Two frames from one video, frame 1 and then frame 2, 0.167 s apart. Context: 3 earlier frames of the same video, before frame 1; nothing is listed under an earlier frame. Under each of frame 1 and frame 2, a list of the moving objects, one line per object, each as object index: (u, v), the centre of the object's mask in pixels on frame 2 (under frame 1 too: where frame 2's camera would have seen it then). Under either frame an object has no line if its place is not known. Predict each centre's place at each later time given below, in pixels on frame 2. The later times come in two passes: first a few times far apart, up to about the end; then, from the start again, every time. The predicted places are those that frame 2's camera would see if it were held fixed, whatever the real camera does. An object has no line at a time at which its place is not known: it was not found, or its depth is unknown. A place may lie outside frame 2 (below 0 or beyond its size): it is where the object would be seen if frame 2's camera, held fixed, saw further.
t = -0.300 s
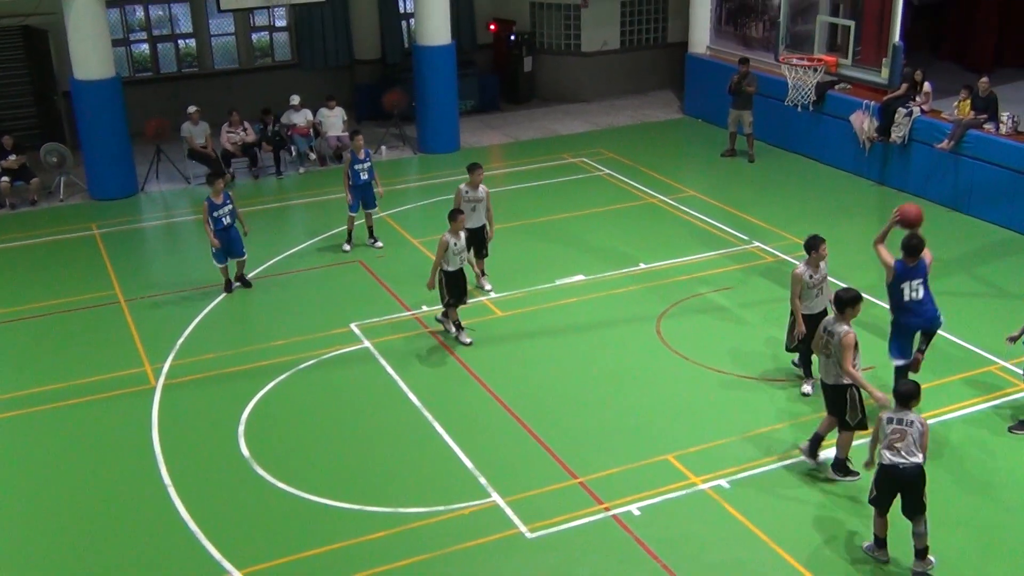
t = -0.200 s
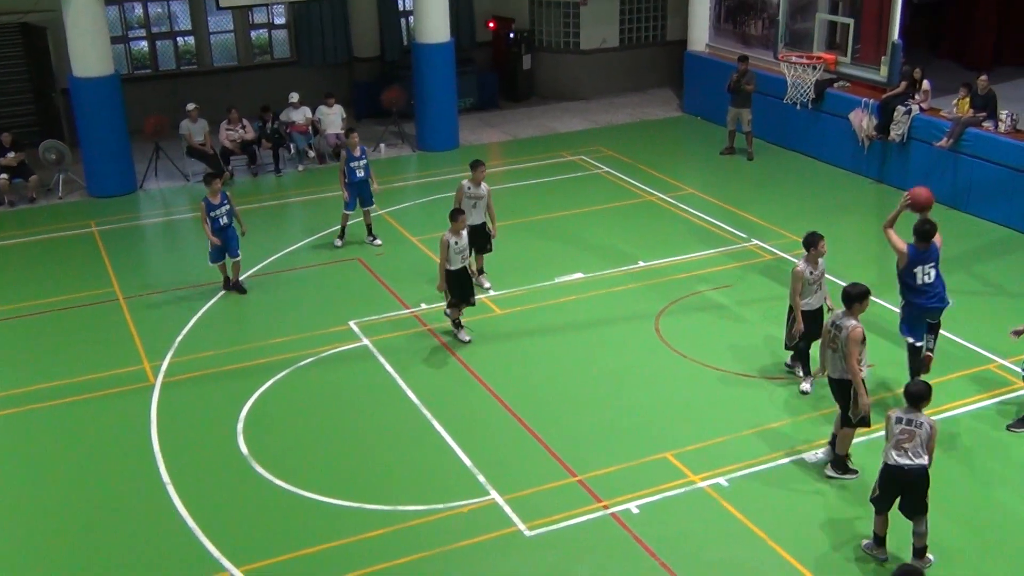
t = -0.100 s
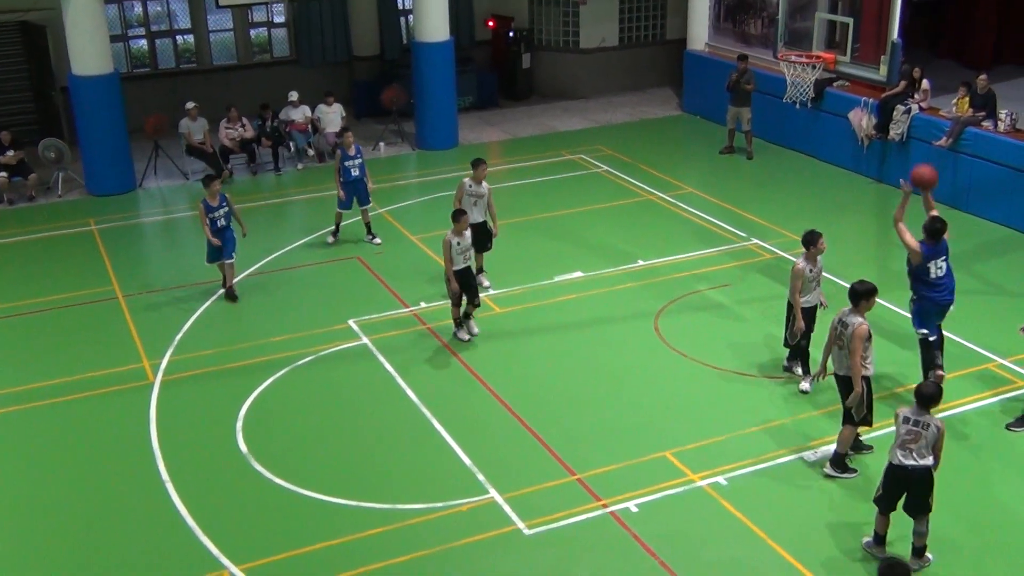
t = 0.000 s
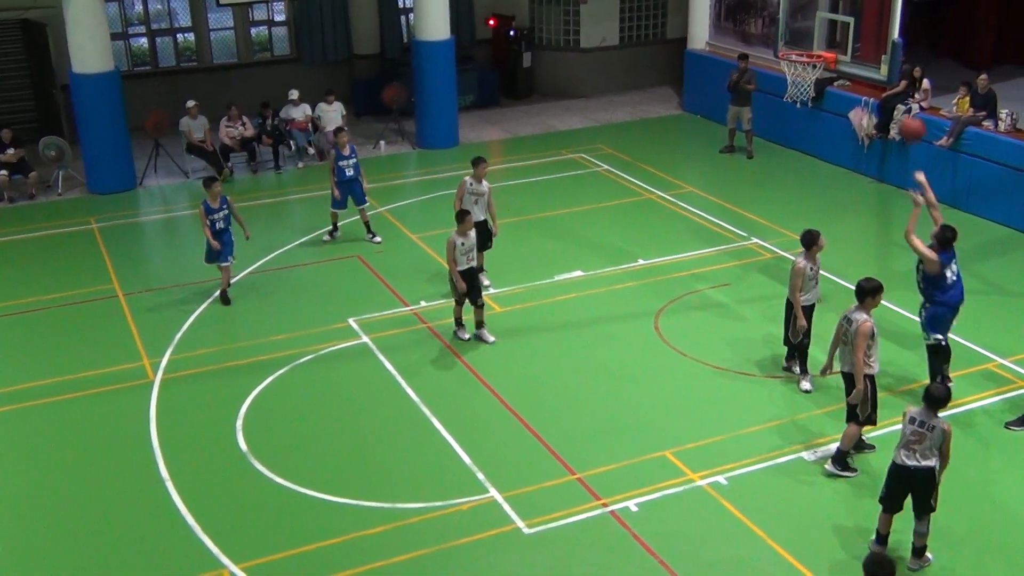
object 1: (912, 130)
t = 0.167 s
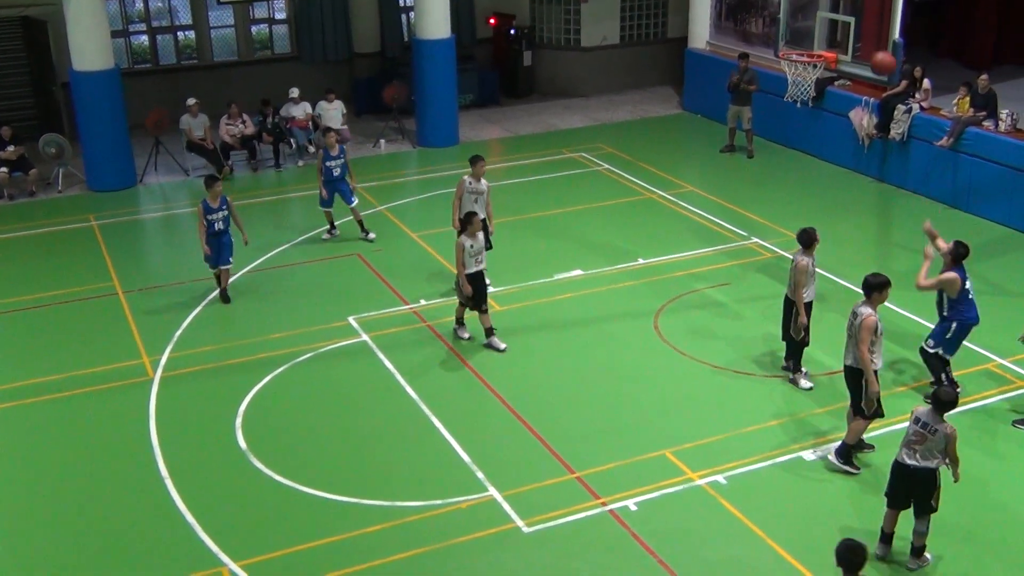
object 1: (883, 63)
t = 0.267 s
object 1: (866, 38)
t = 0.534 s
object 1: (812, 31)
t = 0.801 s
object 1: (766, 46)
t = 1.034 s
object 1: (731, 94)
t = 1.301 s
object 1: (694, 194)
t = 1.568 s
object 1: (669, 212)
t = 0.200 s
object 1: (877, 54)
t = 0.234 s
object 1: (871, 45)
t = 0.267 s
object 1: (866, 38)
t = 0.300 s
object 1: (859, 33)
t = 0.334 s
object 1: (853, 30)
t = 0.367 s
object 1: (847, 28)
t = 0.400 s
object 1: (842, 26)
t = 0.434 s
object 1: (835, 26)
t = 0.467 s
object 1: (827, 28)
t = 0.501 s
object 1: (819, 29)
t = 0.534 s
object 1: (812, 31)
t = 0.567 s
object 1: (804, 34)
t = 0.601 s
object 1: (796, 39)
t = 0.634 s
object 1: (791, 40)
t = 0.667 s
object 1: (785, 39)
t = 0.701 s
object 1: (781, 39)
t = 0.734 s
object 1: (776, 41)
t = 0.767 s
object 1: (771, 43)
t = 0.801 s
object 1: (766, 46)
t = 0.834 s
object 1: (761, 50)
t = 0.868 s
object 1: (756, 55)
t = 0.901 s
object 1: (752, 61)
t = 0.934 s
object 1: (747, 67)
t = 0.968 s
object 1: (741, 76)
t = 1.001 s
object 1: (737, 84)
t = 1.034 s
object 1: (731, 94)
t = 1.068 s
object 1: (726, 103)
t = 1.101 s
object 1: (721, 114)
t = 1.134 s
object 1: (717, 126)
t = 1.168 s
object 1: (712, 138)
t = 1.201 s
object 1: (708, 151)
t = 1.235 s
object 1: (703, 165)
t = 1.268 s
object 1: (698, 179)
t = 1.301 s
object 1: (694, 194)
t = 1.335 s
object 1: (689, 209)
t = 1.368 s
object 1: (684, 225)
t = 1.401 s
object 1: (680, 241)
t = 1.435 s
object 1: (676, 257)
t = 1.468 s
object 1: (674, 252)
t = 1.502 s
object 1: (672, 238)
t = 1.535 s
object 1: (671, 225)
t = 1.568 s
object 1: (669, 212)
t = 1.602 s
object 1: (668, 199)
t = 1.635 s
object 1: (666, 188)
